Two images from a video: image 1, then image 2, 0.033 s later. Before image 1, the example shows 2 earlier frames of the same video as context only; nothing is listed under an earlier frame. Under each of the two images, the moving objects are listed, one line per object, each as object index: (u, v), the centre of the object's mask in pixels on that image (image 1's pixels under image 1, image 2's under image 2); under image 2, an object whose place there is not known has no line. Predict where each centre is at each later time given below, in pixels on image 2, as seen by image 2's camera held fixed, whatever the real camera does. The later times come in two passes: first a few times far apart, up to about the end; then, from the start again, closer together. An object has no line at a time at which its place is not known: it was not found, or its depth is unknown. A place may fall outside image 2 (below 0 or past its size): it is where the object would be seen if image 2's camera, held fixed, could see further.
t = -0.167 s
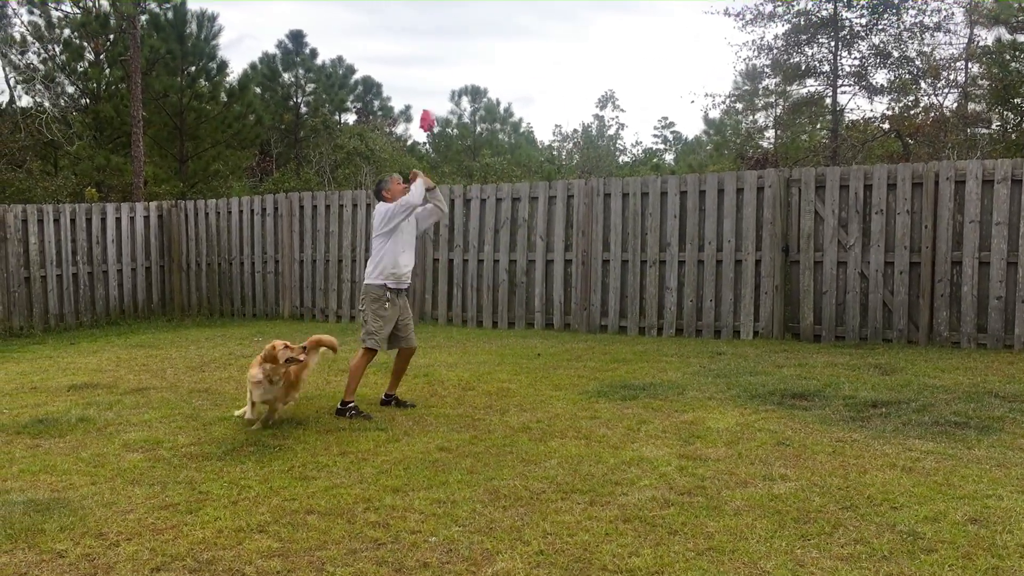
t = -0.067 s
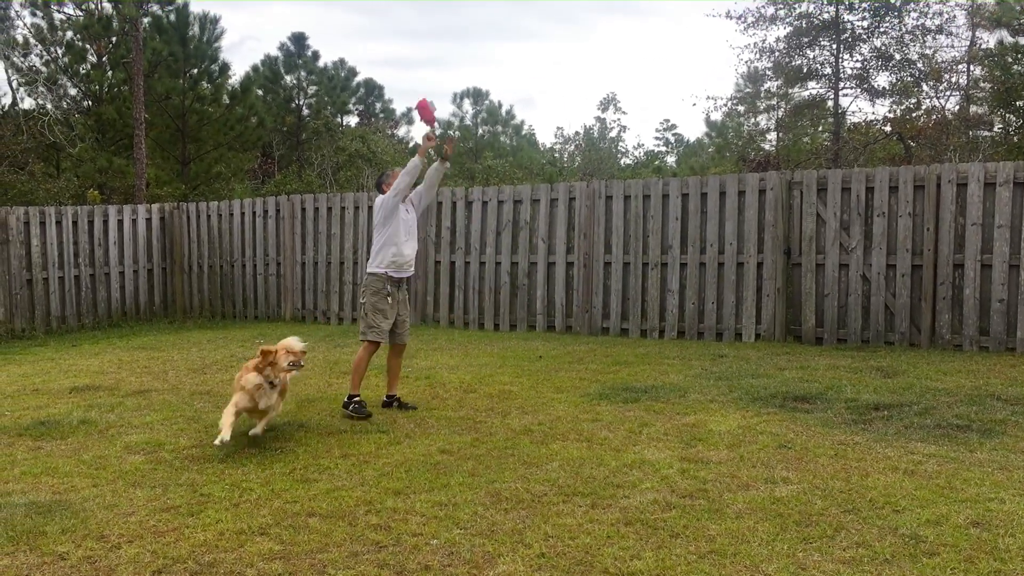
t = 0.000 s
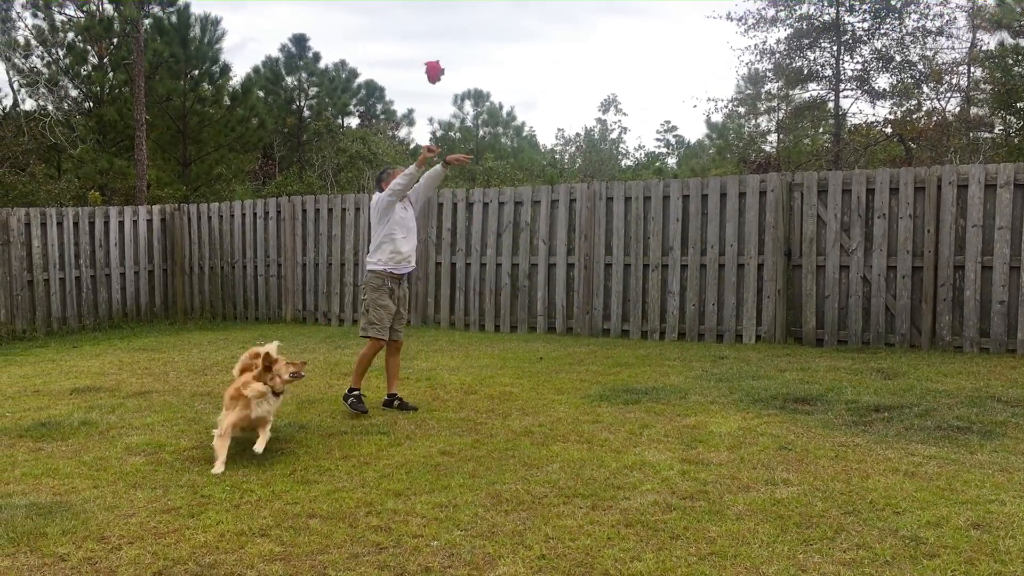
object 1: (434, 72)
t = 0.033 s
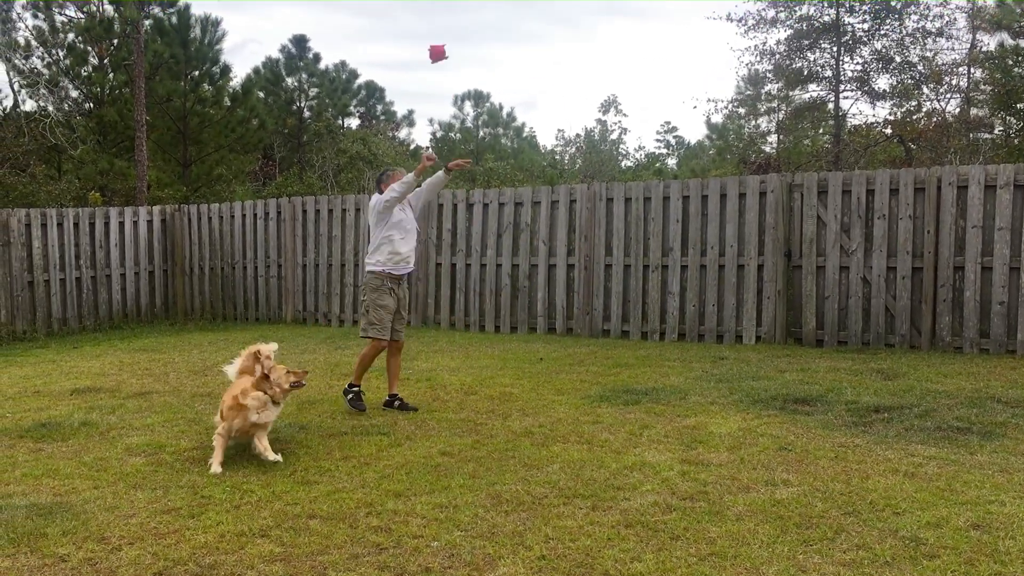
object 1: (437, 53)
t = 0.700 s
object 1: (524, 39)
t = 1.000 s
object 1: (580, 344)
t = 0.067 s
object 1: (441, 37)
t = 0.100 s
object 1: (444, 20)
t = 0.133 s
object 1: (447, 8)
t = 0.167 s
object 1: (450, 1)
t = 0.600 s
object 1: (509, 1)
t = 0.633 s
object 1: (511, 9)
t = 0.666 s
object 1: (519, 19)
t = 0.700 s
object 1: (524, 39)
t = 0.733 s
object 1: (530, 62)
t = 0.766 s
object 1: (537, 88)
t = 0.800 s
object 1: (543, 116)
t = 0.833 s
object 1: (549, 147)
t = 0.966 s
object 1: (574, 300)
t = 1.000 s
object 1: (580, 344)
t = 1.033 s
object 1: (587, 393)
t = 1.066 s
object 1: (596, 447)
